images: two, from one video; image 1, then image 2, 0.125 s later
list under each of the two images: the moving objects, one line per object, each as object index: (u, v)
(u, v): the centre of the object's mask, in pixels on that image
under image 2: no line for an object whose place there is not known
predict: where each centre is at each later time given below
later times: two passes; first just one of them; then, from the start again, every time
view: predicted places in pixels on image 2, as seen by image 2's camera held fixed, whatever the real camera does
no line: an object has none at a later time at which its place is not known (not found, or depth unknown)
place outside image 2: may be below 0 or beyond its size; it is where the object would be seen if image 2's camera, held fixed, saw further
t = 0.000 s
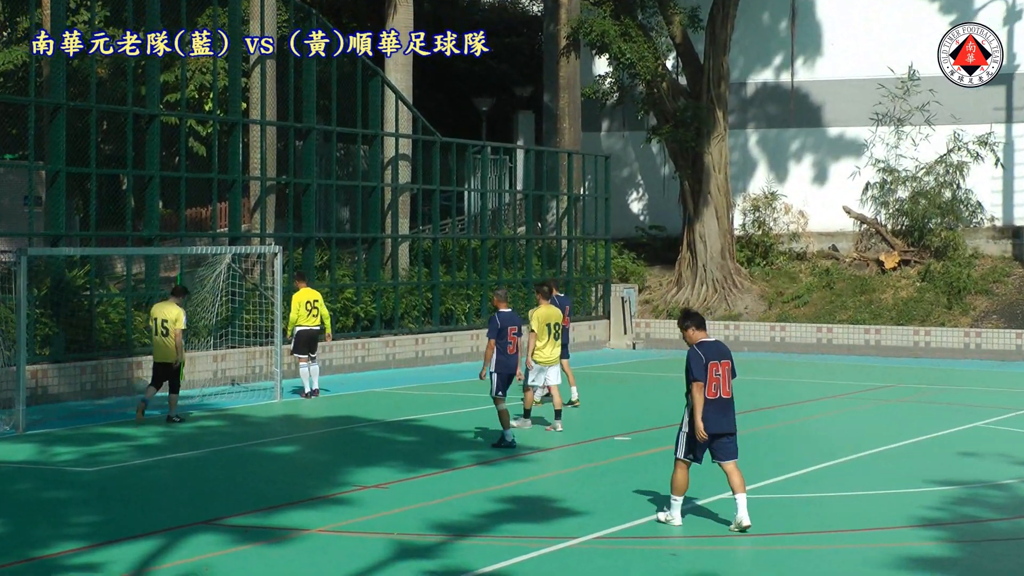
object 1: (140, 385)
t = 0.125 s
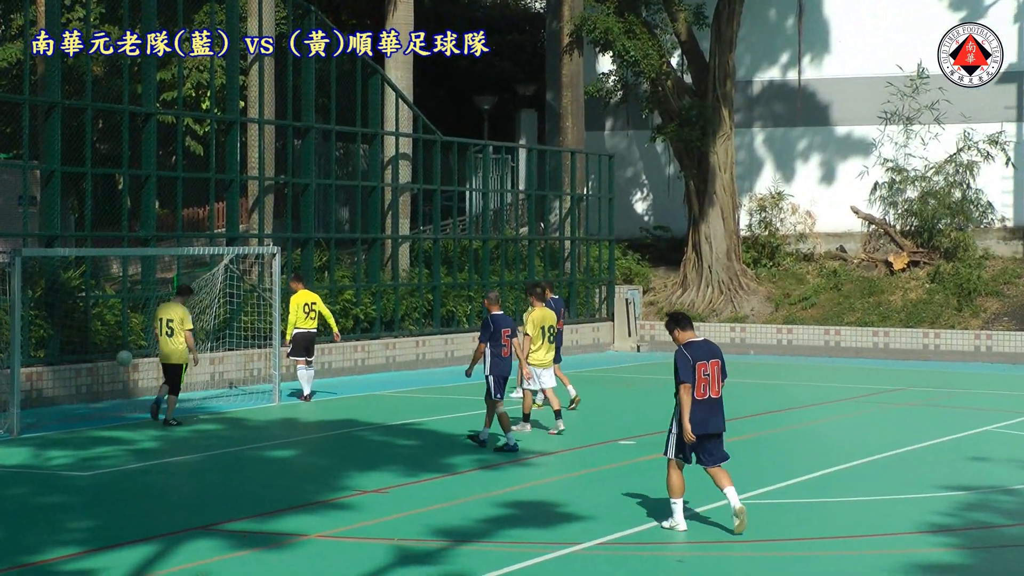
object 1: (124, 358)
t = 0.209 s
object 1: (115, 344)
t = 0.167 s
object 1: (120, 351)
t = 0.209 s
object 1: (115, 344)
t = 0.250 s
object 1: (111, 339)
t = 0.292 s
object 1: (107, 334)
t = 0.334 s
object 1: (103, 331)
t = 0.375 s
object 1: (99, 329)
